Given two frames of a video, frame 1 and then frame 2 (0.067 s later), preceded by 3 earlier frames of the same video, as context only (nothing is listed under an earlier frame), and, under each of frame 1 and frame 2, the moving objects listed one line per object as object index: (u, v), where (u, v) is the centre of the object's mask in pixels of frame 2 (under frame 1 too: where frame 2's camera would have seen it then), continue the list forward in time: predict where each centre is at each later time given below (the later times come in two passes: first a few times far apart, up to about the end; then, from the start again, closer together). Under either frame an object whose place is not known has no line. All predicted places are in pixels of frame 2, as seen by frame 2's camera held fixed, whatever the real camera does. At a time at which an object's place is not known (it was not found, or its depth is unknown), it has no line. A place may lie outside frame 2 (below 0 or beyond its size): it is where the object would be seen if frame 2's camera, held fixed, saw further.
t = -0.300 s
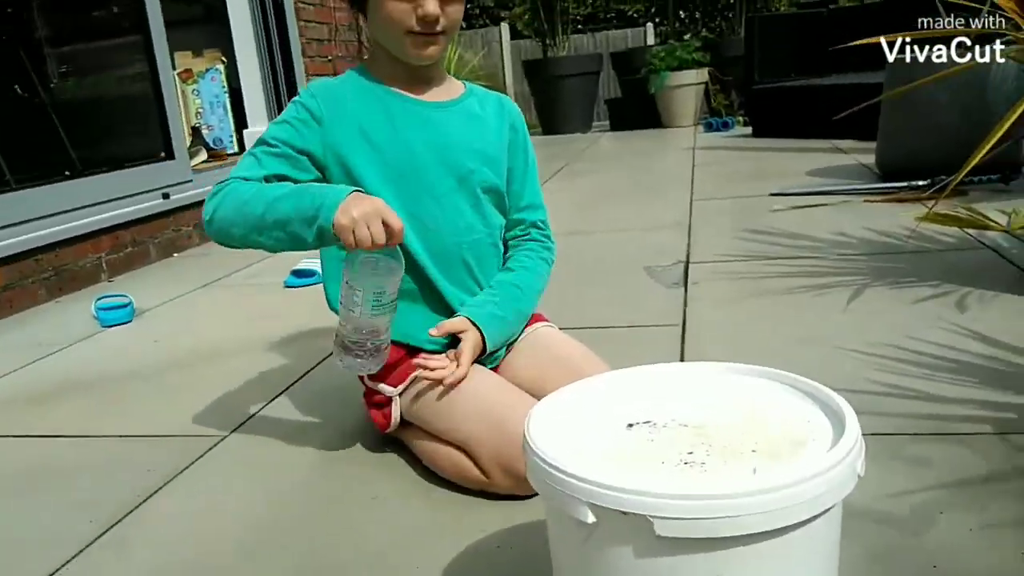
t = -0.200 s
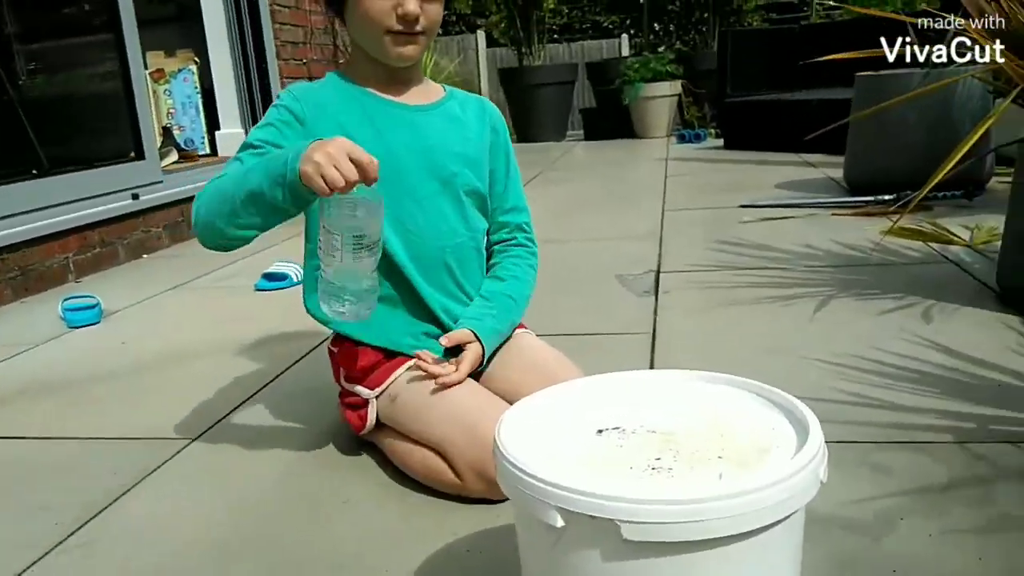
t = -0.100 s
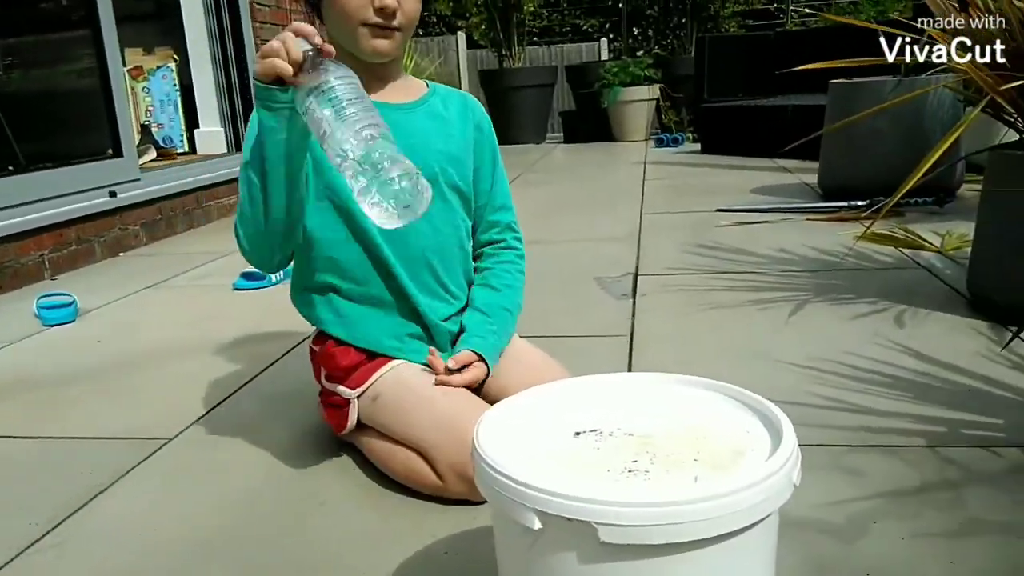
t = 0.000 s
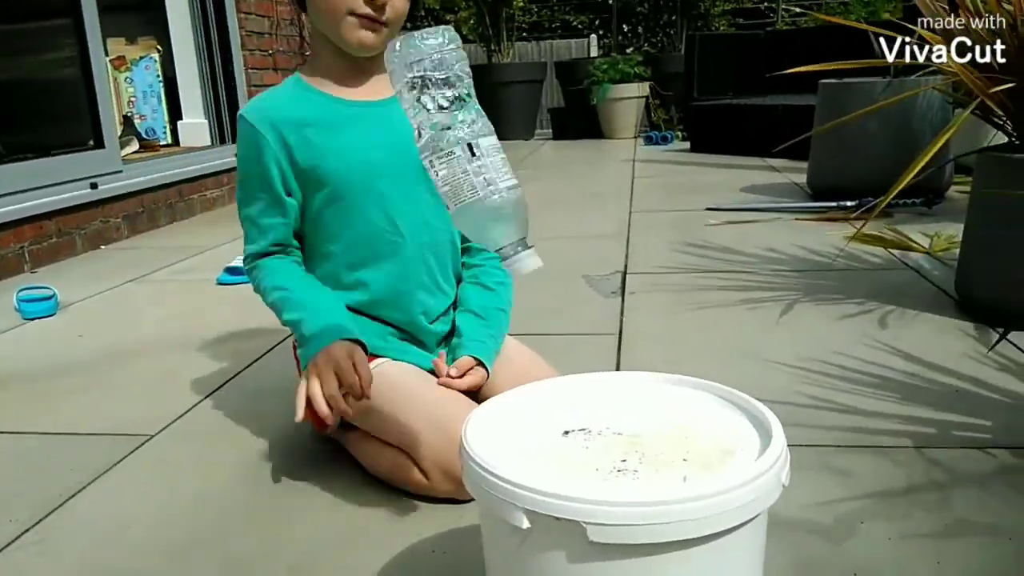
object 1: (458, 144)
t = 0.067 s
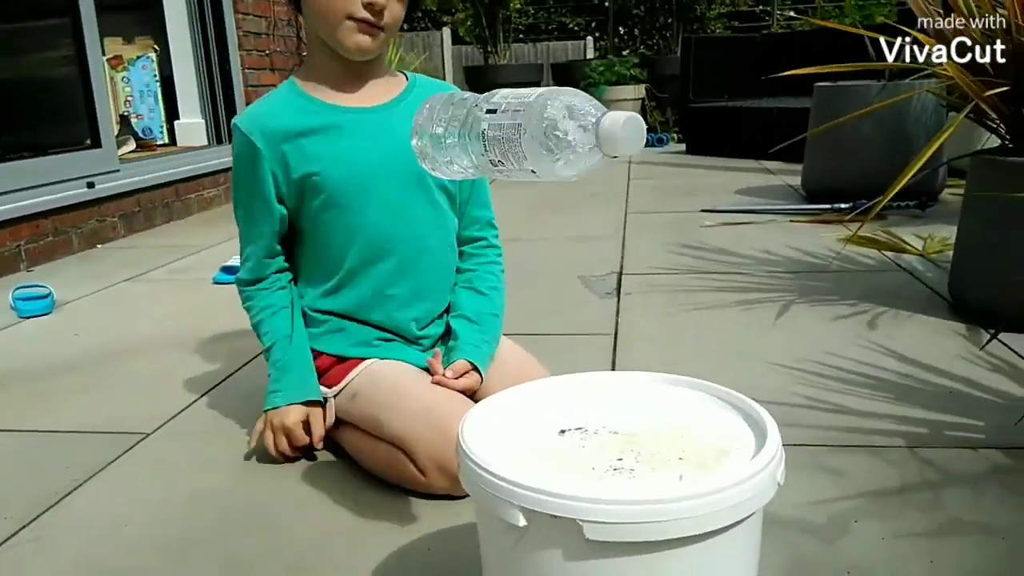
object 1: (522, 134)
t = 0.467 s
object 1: (740, 309)
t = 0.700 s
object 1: (685, 311)
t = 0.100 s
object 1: (554, 163)
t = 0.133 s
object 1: (588, 215)
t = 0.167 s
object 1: (618, 295)
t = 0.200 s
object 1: (634, 288)
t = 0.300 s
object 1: (665, 310)
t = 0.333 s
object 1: (683, 310)
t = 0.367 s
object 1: (699, 310)
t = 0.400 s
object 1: (713, 311)
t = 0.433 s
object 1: (728, 310)
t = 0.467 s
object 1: (740, 309)
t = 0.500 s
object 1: (749, 307)
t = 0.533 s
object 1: (752, 306)
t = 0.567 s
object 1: (748, 306)
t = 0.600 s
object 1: (739, 307)
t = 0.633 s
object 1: (723, 308)
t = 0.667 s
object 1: (701, 311)
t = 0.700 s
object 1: (685, 311)
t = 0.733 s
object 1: (676, 313)
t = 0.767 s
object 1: (670, 314)
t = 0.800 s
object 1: (671, 315)
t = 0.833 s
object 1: (675, 314)
